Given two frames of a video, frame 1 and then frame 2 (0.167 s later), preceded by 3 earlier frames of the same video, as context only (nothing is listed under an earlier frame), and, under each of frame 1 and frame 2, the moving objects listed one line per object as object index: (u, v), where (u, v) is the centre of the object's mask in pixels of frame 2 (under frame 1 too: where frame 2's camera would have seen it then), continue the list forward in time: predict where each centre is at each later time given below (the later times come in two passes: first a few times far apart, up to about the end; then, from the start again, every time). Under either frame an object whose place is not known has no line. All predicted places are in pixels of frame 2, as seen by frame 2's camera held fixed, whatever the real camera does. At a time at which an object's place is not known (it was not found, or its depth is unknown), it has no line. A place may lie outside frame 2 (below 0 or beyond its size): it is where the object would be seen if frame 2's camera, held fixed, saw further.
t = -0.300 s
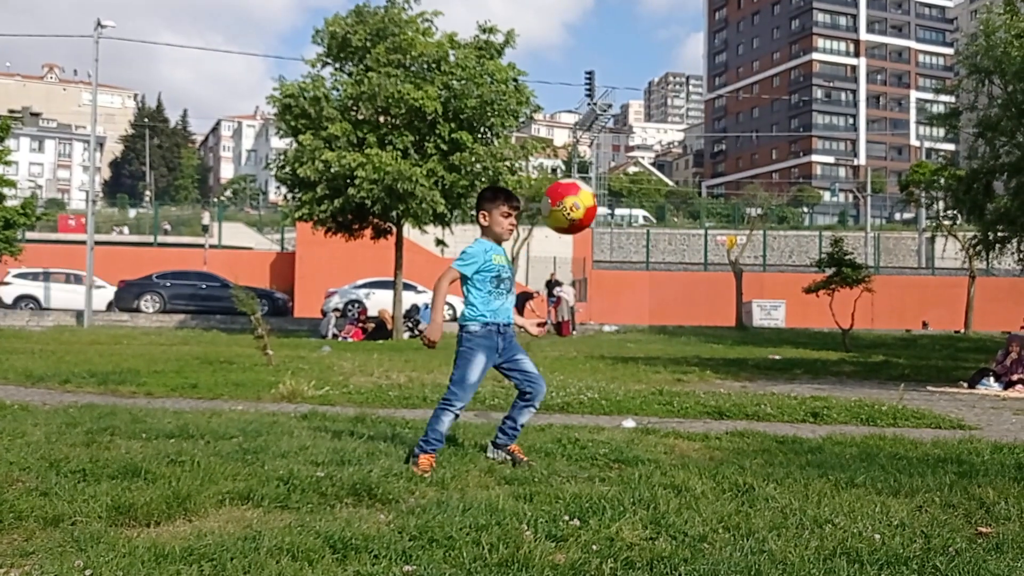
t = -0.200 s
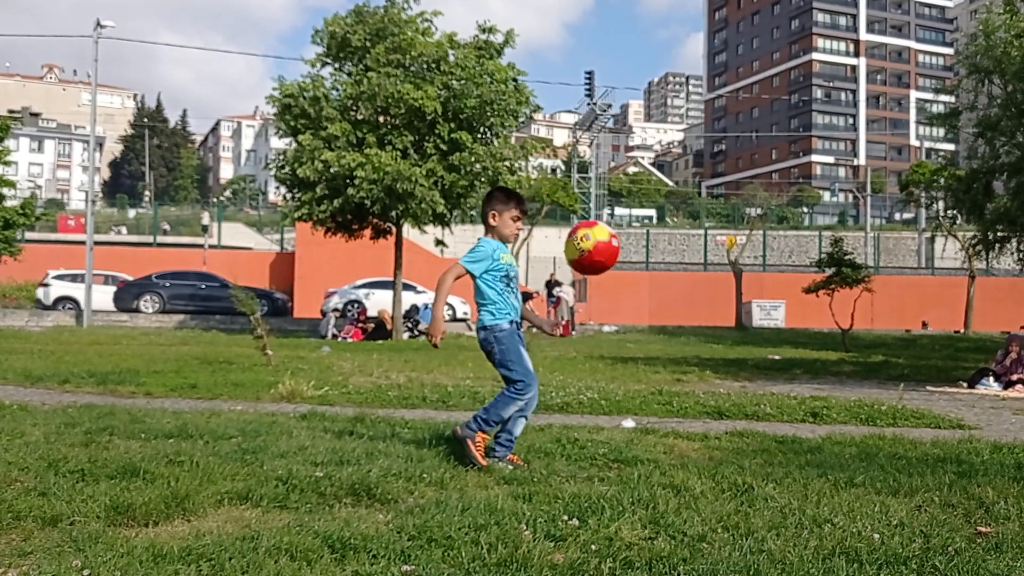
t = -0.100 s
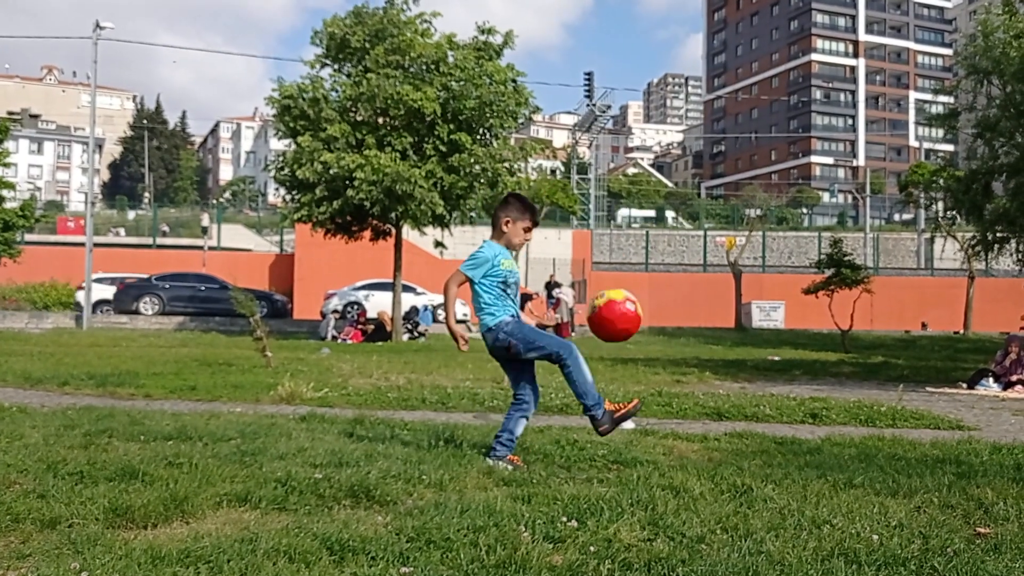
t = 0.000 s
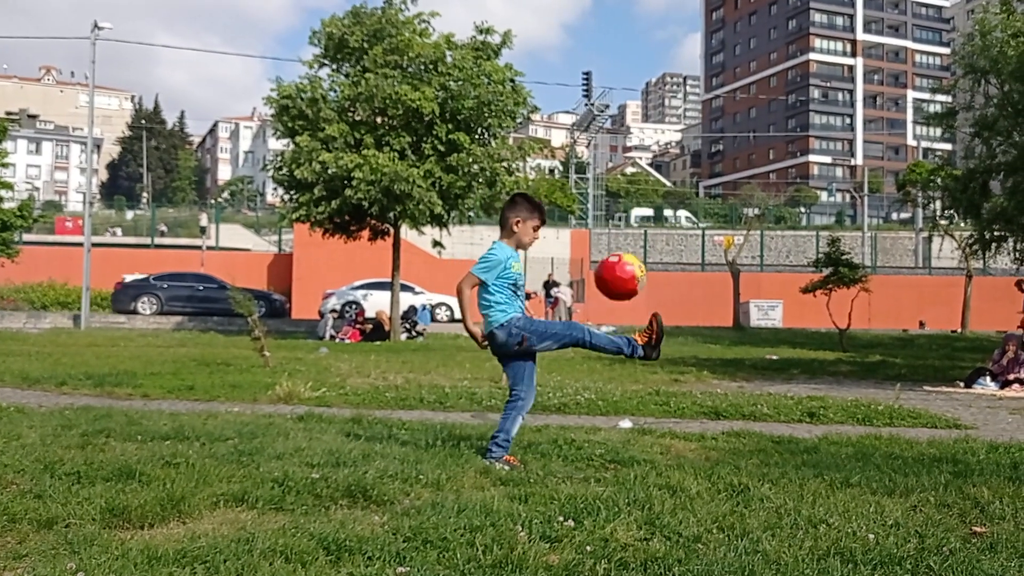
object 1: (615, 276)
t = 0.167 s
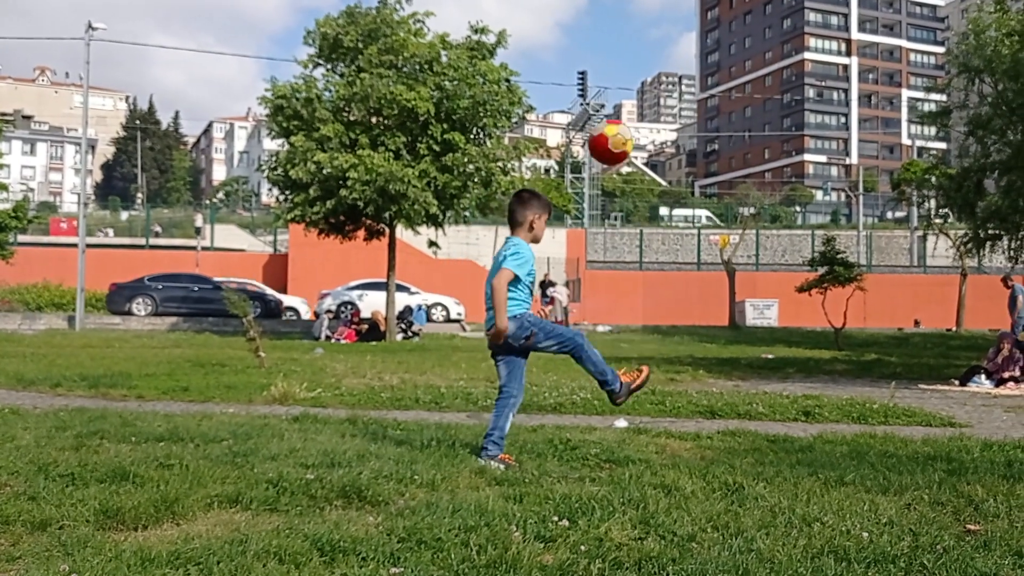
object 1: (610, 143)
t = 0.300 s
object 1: (606, 95)
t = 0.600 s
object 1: (603, 117)
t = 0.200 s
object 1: (609, 127)
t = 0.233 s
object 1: (609, 113)
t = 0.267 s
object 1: (608, 102)
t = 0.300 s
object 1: (606, 95)
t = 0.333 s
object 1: (606, 90)
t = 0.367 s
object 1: (605, 87)
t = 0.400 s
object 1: (605, 87)
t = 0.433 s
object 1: (604, 88)
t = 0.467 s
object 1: (604, 91)
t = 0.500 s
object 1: (604, 95)
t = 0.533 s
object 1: (604, 101)
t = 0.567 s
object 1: (604, 109)
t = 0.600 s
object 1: (603, 117)
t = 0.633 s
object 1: (603, 127)
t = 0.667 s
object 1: (603, 139)
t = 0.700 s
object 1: (603, 152)
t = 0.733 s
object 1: (604, 166)
